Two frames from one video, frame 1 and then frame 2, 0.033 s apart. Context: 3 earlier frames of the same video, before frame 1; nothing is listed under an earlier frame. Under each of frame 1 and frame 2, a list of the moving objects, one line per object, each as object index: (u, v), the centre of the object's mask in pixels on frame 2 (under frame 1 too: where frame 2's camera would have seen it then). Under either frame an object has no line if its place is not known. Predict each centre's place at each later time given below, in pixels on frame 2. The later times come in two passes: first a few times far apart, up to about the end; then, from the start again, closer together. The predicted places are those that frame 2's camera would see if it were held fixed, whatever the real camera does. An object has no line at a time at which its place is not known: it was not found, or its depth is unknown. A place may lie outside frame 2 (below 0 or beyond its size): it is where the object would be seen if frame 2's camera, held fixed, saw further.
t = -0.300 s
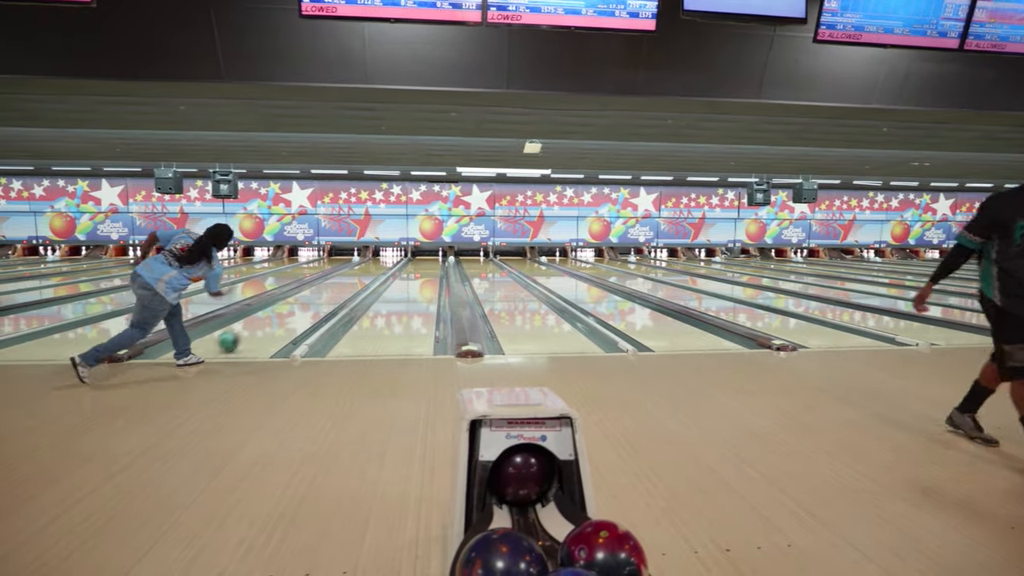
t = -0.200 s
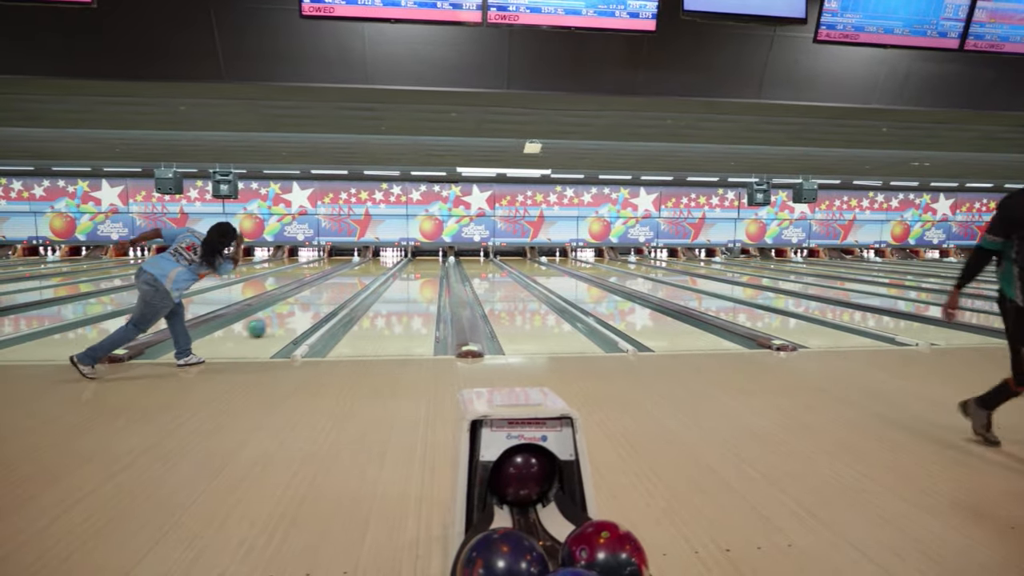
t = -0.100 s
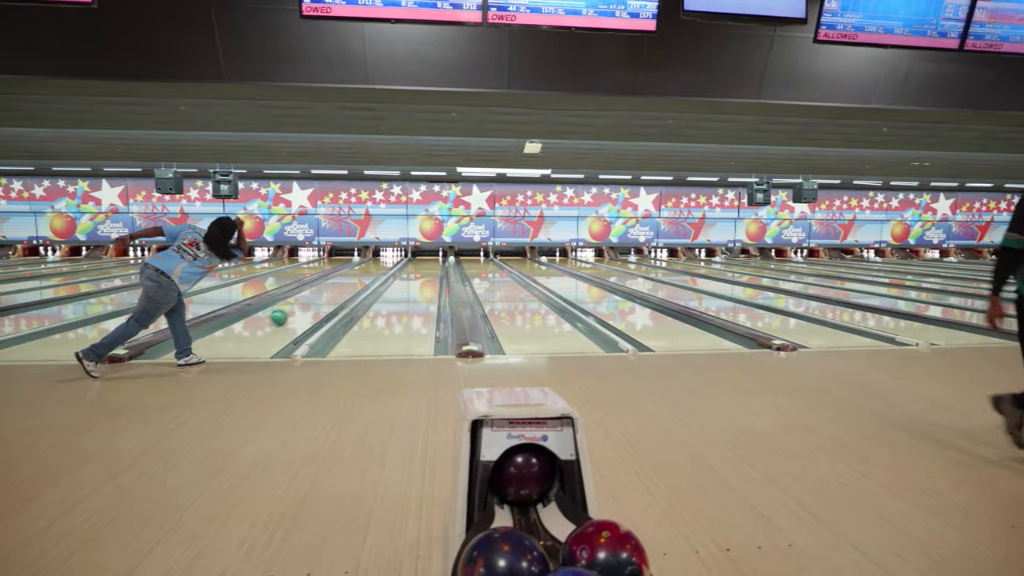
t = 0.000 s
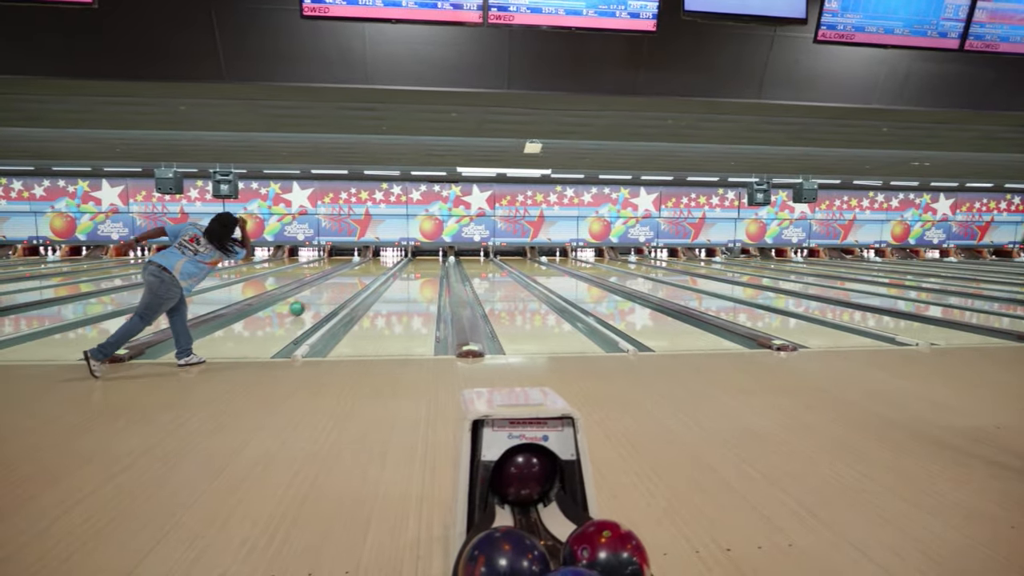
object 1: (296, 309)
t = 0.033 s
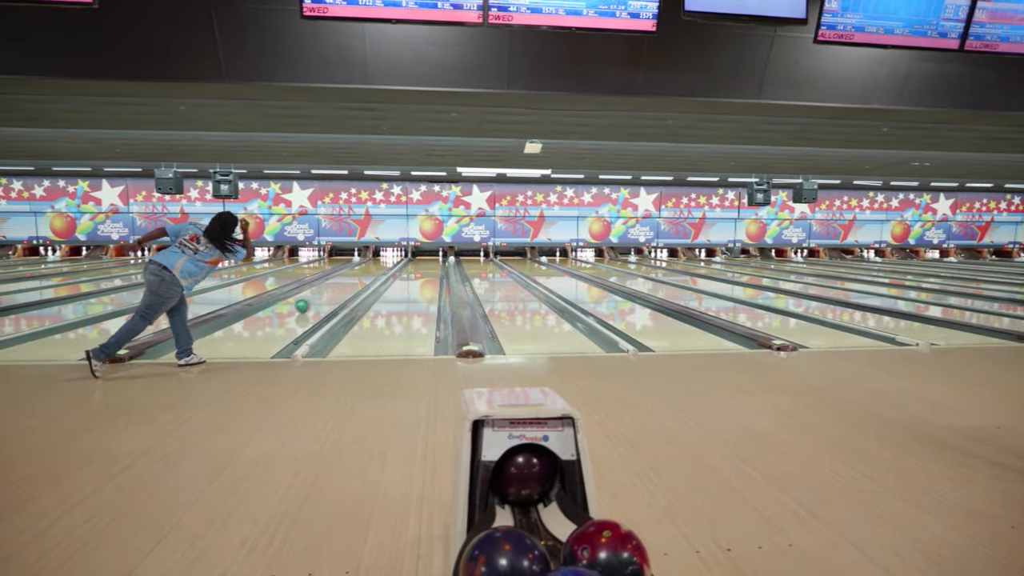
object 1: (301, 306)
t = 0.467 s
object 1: (346, 283)
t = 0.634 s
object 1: (357, 278)
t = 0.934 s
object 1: (372, 270)
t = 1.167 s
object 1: (379, 266)
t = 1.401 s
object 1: (386, 262)
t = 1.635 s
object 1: (389, 260)
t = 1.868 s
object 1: (390, 257)
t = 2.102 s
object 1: (390, 255)
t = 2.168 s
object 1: (390, 254)
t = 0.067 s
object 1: (306, 304)
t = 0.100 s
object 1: (310, 302)
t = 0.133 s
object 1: (315, 300)
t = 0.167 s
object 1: (319, 298)
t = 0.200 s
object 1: (322, 296)
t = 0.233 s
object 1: (326, 294)
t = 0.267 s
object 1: (329, 293)
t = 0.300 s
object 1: (332, 291)
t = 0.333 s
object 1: (335, 289)
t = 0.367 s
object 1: (338, 288)
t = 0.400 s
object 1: (342, 286)
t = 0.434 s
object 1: (344, 285)
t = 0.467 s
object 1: (346, 283)
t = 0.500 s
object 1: (349, 282)
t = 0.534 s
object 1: (351, 281)
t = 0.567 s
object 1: (353, 280)
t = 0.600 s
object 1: (355, 279)
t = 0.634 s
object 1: (357, 278)
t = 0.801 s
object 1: (366, 274)
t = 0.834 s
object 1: (368, 273)
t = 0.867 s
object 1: (369, 272)
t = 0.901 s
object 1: (371, 271)
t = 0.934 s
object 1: (372, 270)
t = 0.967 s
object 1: (373, 269)
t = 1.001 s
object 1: (375, 268)
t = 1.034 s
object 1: (375, 268)
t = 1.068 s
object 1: (376, 267)
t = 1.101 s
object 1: (377, 266)
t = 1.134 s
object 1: (378, 266)
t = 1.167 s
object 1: (379, 266)
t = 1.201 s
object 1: (380, 266)
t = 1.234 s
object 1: (381, 265)
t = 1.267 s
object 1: (382, 264)
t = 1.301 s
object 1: (382, 264)
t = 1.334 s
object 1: (382, 263)
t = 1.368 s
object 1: (384, 262)
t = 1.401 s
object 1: (386, 262)
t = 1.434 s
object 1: (387, 262)
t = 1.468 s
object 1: (387, 261)
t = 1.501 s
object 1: (387, 261)
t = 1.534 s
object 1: (387, 261)
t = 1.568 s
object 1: (388, 261)
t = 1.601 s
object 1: (388, 260)
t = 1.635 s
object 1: (389, 260)
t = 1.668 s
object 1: (389, 259)
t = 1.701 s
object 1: (389, 259)
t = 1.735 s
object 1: (390, 259)
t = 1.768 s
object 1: (390, 258)
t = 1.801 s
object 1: (390, 257)
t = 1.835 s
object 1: (390, 258)
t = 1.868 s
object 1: (390, 257)
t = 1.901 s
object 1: (390, 257)
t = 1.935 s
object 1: (390, 257)
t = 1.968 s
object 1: (390, 257)
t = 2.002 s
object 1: (390, 257)
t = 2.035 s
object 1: (390, 257)
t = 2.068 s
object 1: (390, 257)
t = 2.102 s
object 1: (390, 255)
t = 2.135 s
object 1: (390, 255)
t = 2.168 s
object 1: (390, 254)
